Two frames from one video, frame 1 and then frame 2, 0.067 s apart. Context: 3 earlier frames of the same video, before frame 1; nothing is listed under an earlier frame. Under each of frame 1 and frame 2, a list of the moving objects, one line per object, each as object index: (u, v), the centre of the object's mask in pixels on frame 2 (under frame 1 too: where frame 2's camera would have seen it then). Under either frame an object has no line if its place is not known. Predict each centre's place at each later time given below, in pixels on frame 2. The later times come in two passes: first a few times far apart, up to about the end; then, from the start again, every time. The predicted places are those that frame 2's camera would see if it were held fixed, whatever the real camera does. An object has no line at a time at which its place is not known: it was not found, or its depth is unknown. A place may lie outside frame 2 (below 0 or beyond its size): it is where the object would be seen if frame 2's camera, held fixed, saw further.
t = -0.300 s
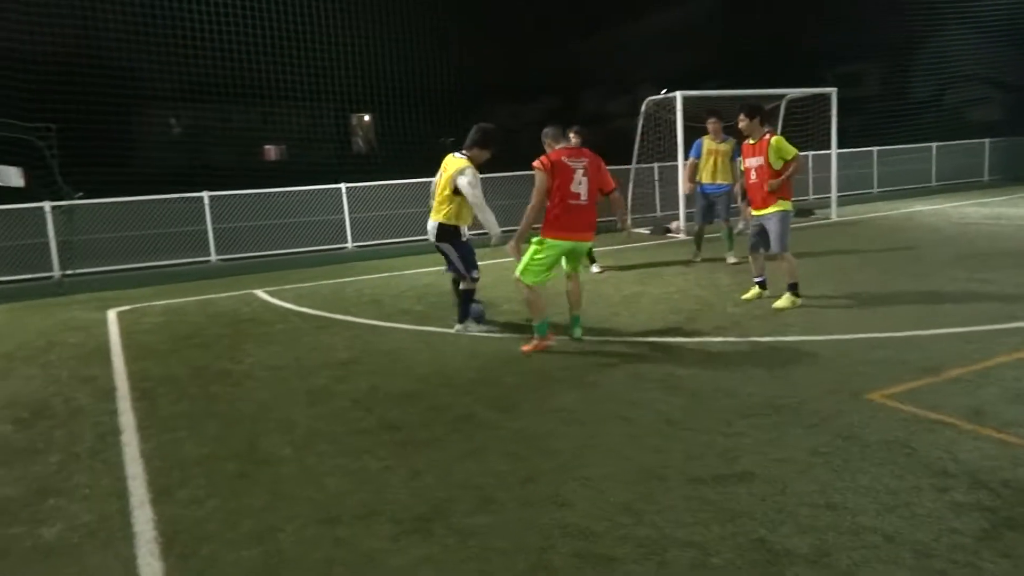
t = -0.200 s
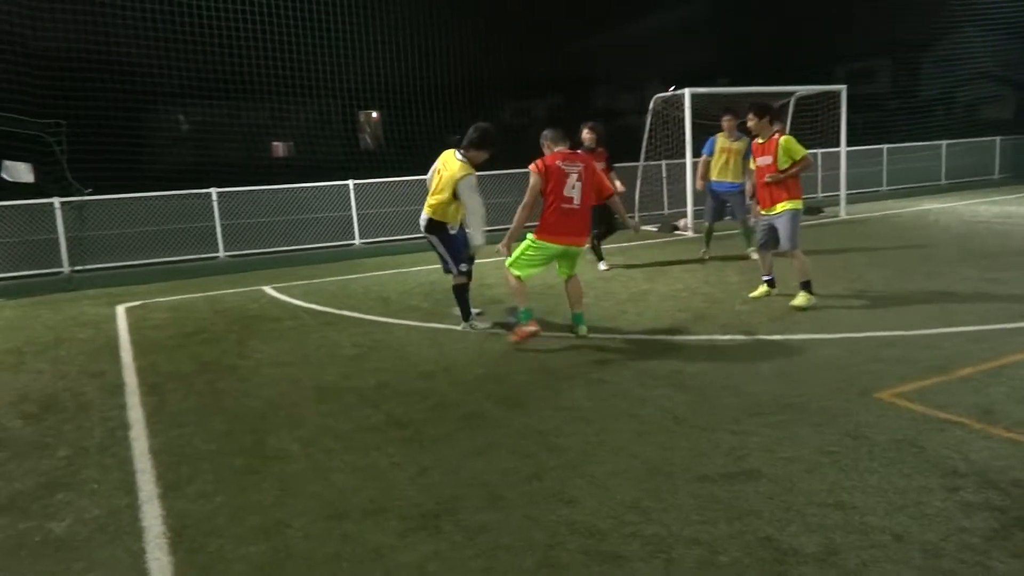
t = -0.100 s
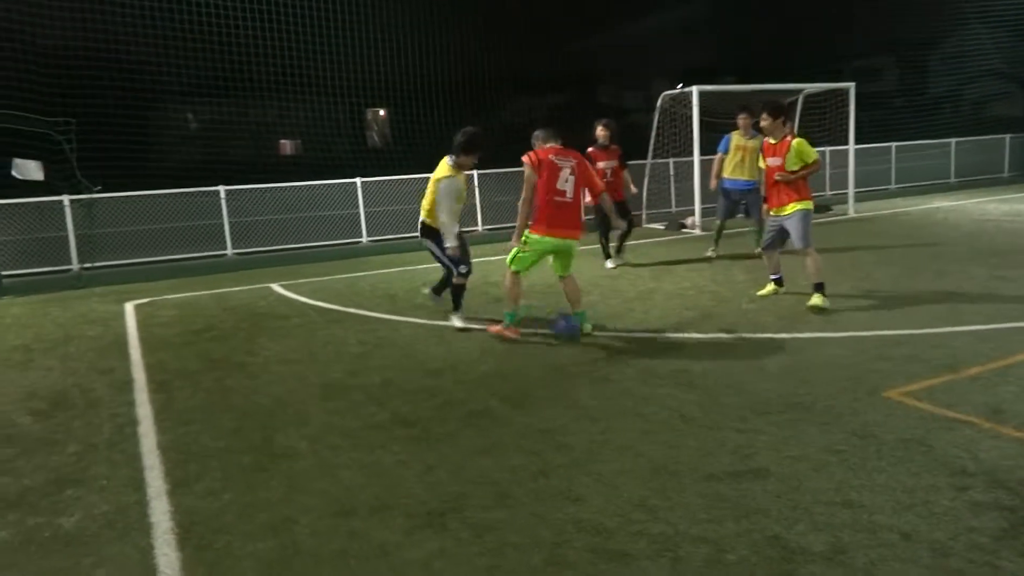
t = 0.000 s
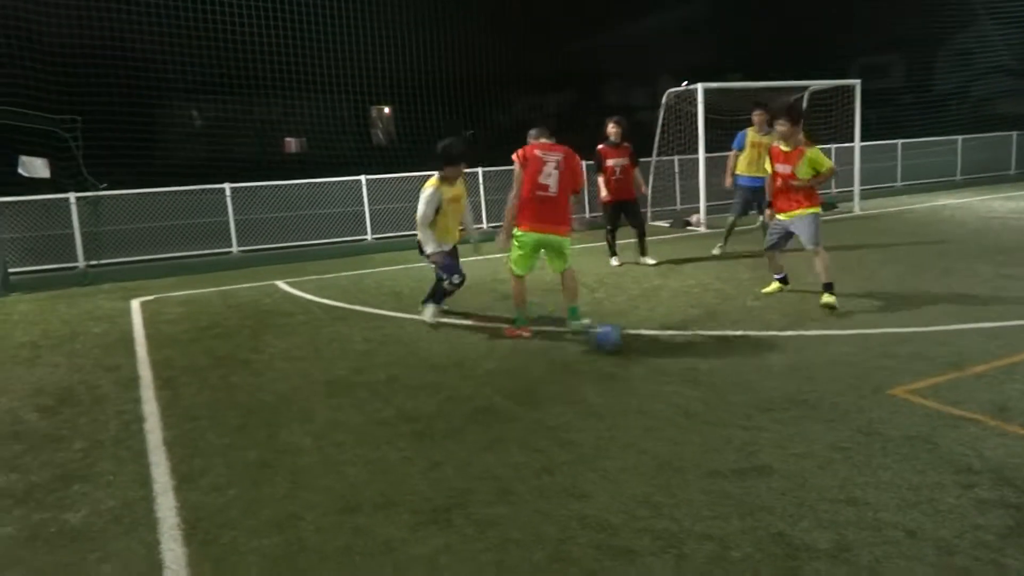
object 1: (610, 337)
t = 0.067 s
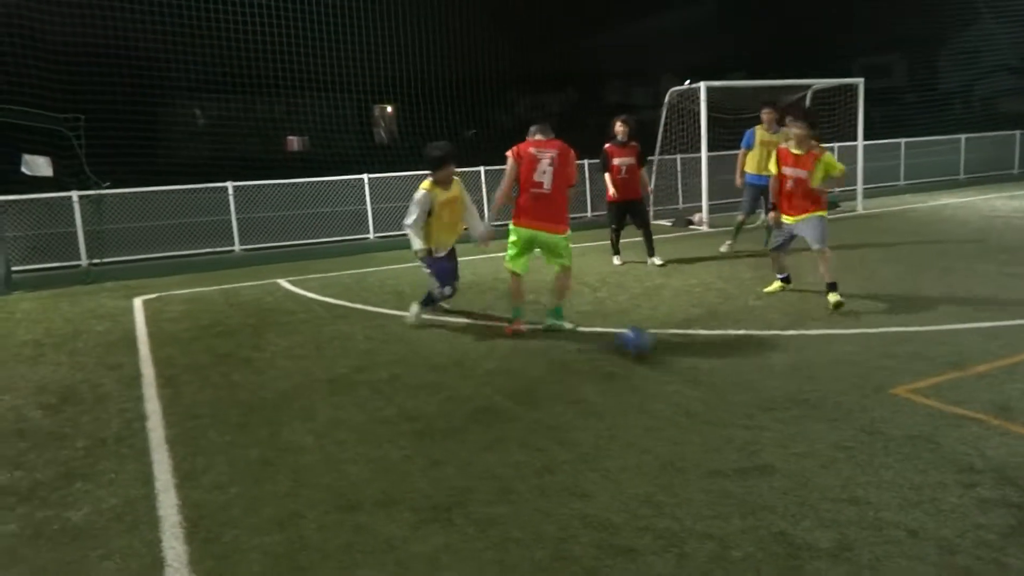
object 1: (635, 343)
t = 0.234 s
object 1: (699, 369)
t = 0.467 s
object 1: (800, 408)
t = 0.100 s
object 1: (649, 348)
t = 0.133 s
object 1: (661, 354)
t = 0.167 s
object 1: (675, 361)
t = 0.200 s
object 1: (685, 363)
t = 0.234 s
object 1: (699, 369)
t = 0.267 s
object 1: (710, 375)
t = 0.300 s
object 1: (726, 379)
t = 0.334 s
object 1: (740, 385)
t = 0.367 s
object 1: (754, 391)
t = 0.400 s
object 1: (767, 396)
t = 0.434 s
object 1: (784, 402)
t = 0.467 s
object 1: (800, 408)
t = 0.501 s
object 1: (816, 414)
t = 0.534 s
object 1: (834, 419)
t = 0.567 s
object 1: (853, 429)
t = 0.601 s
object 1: (873, 436)
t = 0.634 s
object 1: (893, 443)
